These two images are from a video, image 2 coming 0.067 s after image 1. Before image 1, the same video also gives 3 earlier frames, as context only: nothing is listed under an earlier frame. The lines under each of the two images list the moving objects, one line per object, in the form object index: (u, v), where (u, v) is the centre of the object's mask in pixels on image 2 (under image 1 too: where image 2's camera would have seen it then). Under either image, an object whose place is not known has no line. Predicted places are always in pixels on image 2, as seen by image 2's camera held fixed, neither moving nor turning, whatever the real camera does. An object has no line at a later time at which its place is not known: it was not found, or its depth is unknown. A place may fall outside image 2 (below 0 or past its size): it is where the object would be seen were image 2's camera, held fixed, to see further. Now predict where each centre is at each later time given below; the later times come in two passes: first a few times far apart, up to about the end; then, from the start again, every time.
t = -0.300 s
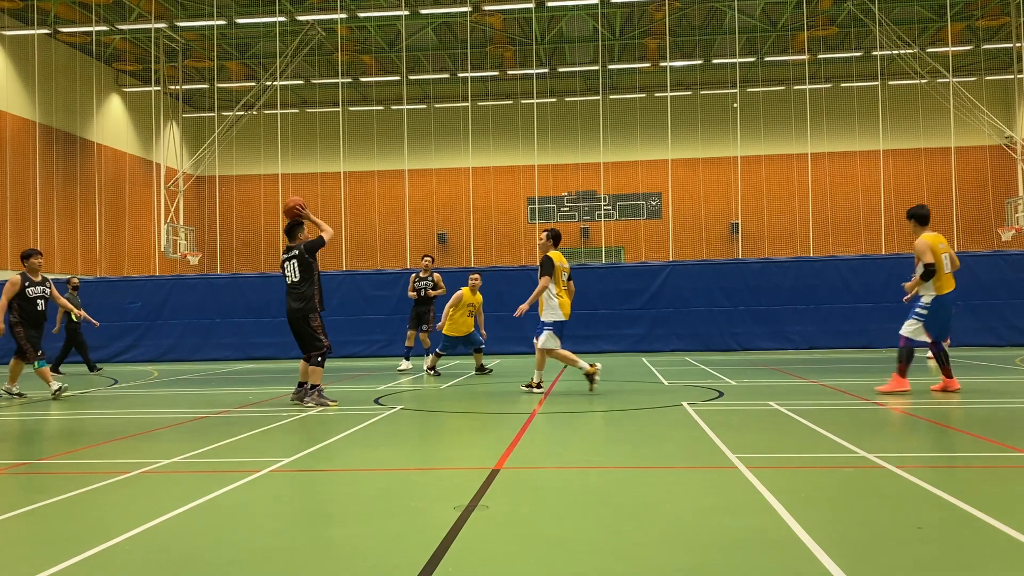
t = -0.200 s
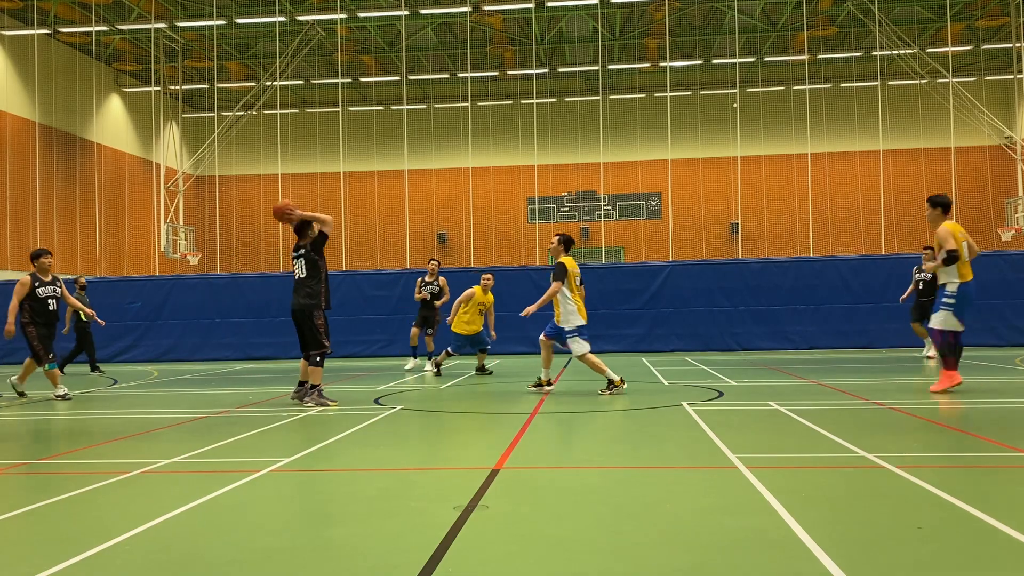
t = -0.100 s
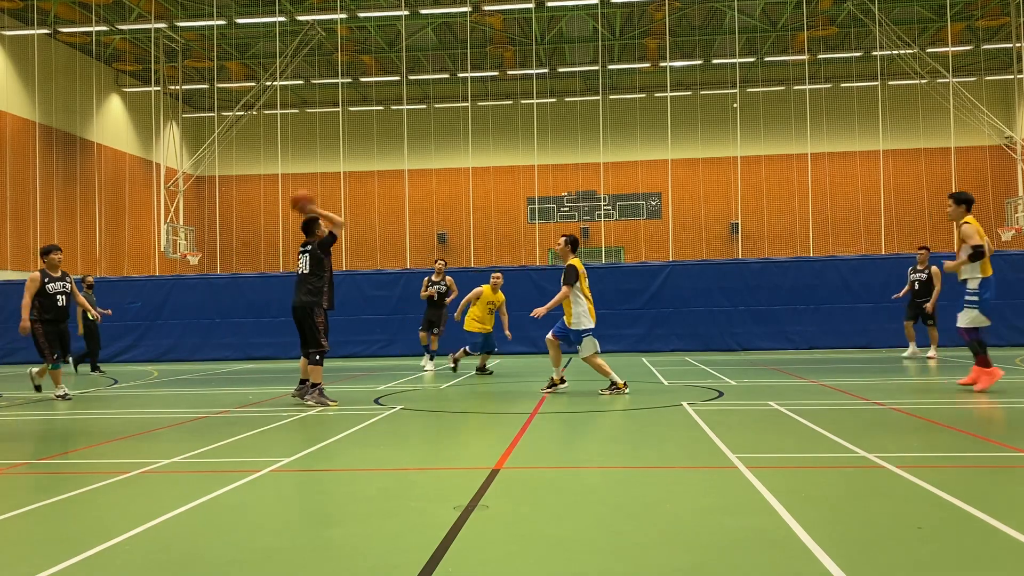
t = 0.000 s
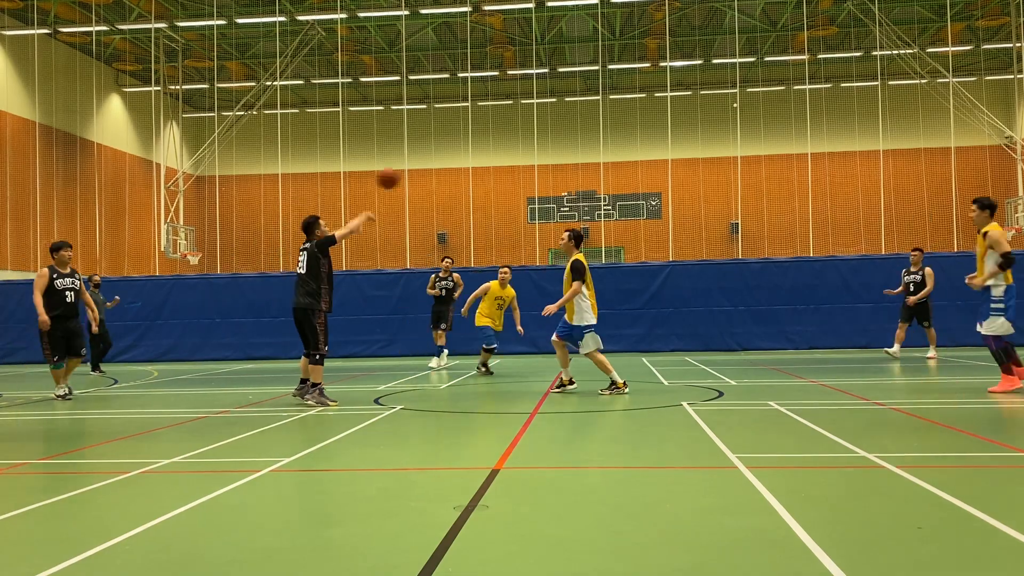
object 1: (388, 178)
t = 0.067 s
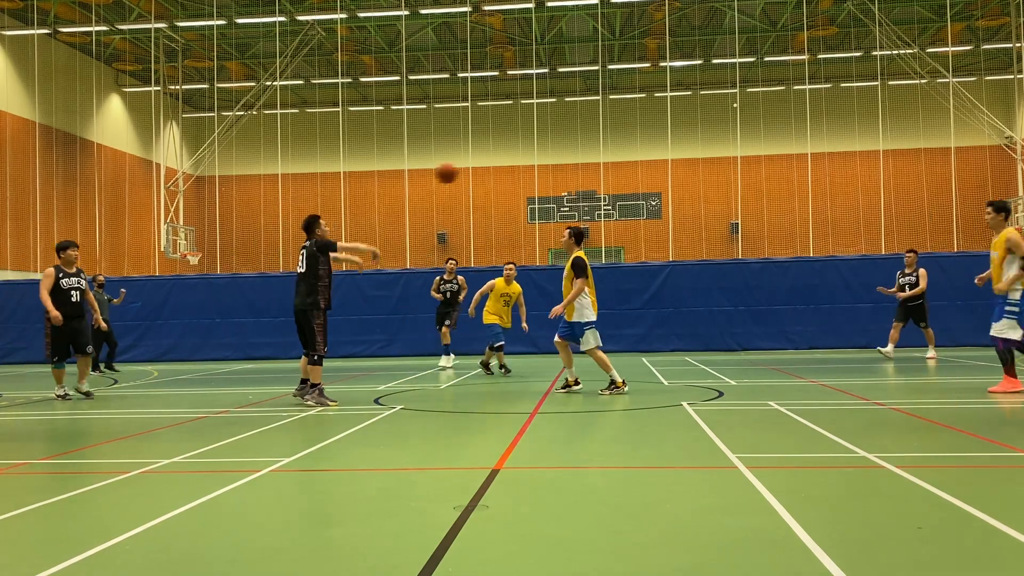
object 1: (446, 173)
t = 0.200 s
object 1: (551, 174)
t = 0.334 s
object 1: (640, 187)
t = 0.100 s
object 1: (475, 172)
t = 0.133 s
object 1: (501, 172)
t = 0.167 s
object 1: (526, 173)
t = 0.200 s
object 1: (551, 174)
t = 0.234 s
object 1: (574, 177)
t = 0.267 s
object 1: (596, 179)
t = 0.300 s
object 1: (618, 183)
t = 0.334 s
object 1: (640, 187)
